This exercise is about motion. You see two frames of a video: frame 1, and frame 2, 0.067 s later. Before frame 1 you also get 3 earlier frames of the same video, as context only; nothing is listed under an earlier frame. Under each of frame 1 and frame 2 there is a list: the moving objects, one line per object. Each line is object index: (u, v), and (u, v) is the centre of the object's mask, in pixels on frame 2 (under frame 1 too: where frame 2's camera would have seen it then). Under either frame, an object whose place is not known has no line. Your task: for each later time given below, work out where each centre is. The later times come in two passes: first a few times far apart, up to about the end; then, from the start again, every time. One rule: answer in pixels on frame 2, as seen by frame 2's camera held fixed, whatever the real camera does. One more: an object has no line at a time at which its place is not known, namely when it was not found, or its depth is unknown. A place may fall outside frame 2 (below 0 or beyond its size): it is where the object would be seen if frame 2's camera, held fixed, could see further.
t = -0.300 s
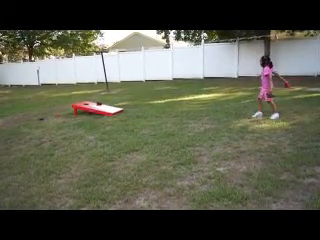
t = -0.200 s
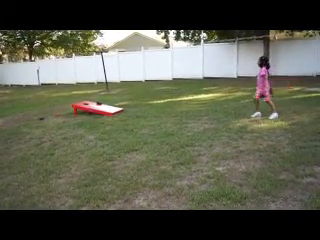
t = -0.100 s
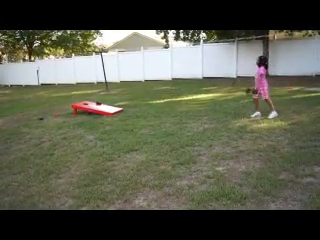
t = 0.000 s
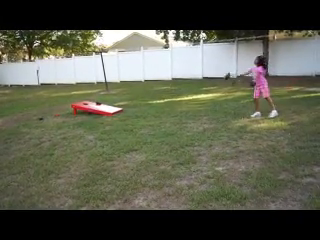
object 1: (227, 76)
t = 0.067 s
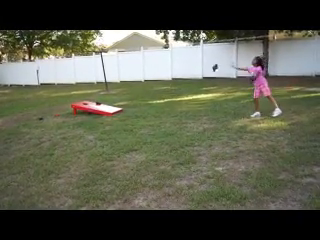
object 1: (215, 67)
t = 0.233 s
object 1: (185, 53)
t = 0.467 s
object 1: (147, 56)
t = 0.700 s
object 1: (116, 79)
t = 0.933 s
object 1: (96, 101)
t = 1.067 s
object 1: (93, 101)
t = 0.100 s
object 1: (208, 64)
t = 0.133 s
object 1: (202, 60)
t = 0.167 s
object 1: (196, 58)
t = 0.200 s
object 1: (190, 55)
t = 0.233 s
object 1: (185, 53)
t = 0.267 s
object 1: (180, 52)
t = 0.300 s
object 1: (174, 52)
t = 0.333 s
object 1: (168, 52)
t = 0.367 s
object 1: (163, 52)
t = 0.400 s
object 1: (158, 53)
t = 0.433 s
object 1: (153, 54)
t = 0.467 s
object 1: (147, 56)
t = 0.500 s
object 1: (142, 58)
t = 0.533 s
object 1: (137, 61)
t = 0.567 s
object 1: (133, 63)
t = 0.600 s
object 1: (128, 67)
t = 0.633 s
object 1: (124, 70)
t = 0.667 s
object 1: (119, 75)
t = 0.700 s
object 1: (116, 79)
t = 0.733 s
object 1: (109, 84)
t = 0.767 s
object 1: (107, 90)
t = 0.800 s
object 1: (102, 93)
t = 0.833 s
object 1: (99, 100)
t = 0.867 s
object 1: (98, 101)
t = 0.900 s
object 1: (98, 100)
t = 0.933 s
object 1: (96, 101)
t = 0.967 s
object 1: (96, 101)
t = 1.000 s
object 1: (95, 101)
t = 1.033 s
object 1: (95, 101)
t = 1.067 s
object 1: (93, 101)
